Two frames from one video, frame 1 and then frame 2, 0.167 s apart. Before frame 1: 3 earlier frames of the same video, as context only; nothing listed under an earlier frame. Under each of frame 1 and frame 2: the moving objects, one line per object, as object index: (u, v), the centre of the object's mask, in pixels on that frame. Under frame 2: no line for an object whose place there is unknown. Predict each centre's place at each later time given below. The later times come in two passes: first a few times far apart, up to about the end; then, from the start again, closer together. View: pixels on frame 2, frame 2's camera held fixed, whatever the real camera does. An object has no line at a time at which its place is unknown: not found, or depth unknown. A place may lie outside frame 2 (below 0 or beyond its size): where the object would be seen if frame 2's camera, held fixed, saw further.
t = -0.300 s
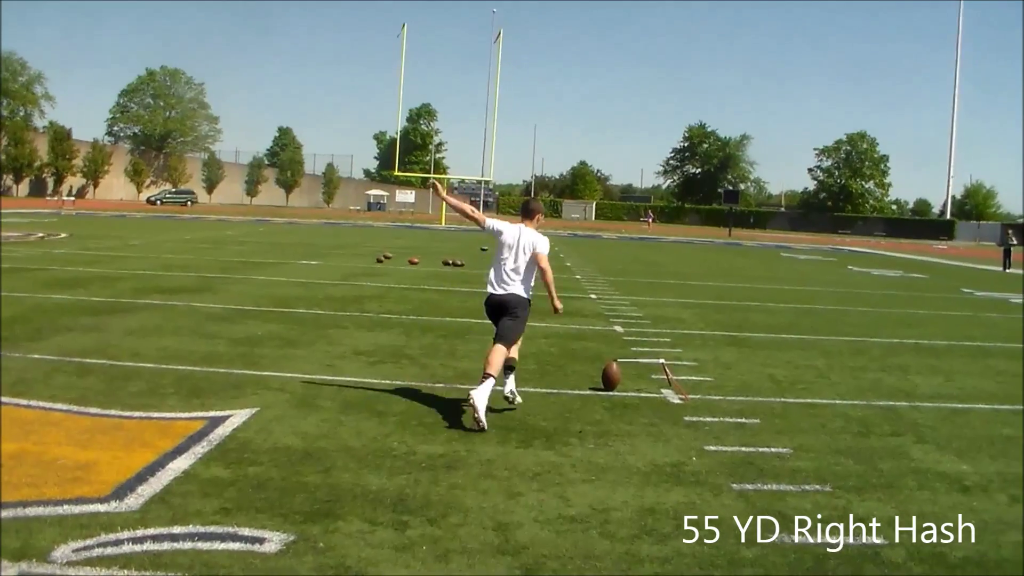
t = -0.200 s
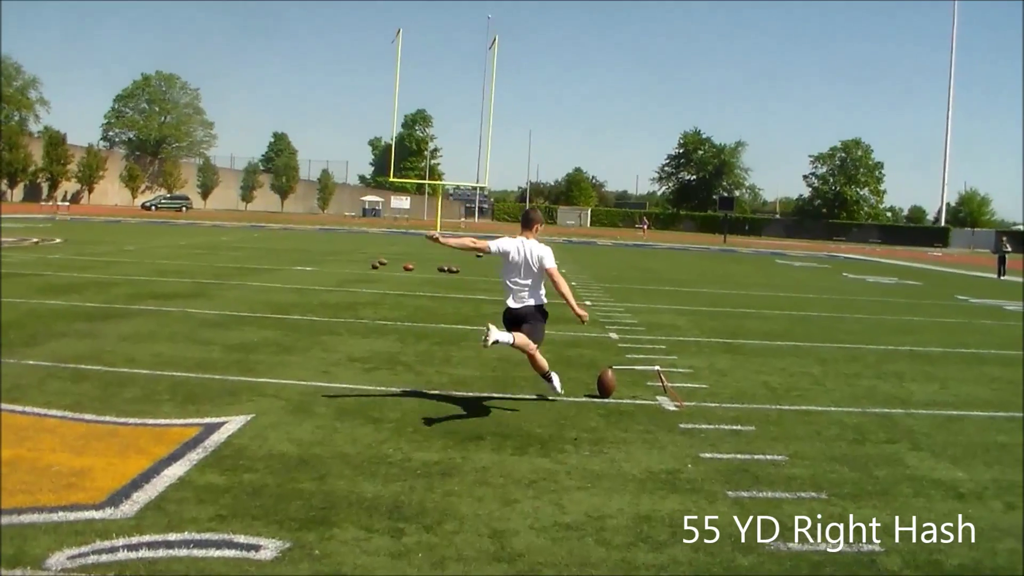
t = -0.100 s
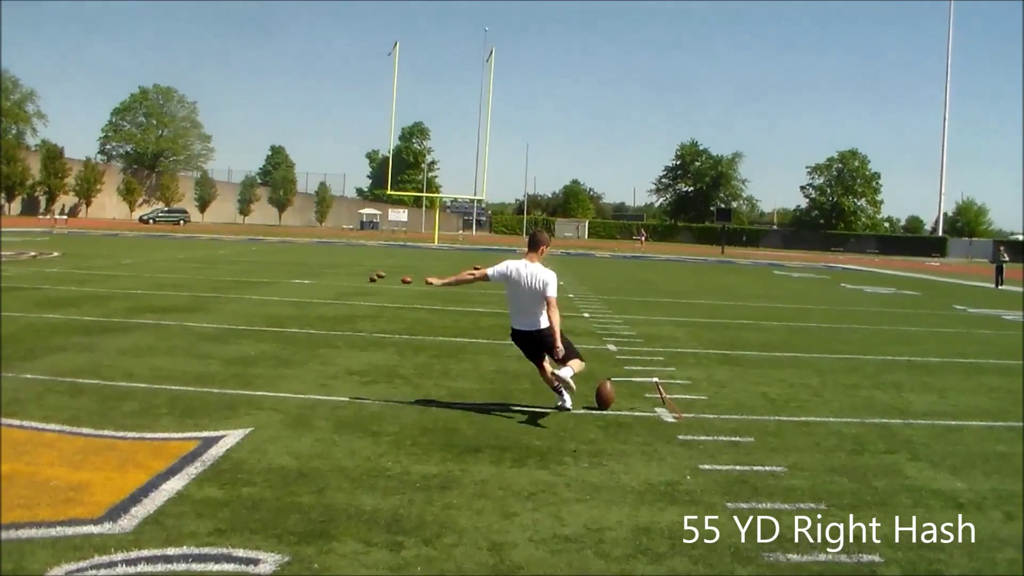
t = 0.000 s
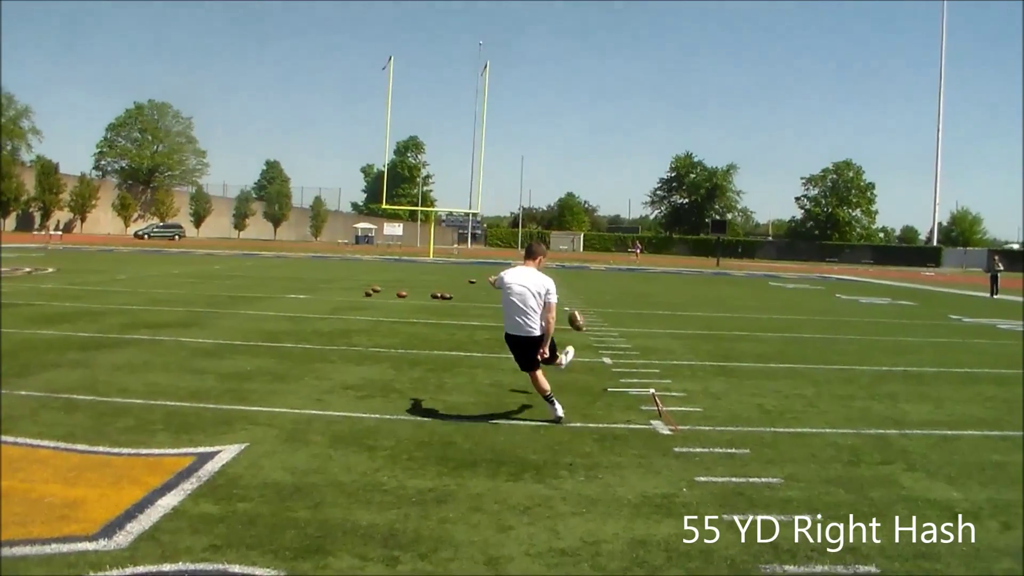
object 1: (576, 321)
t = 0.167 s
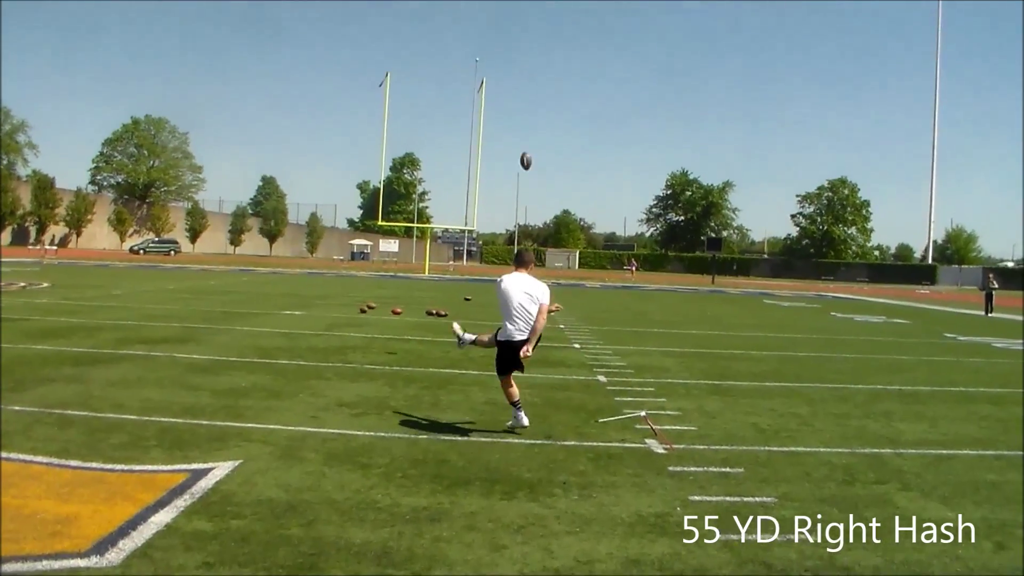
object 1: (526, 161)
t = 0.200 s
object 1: (520, 139)
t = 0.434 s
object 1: (499, 43)
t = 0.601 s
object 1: (495, 9)
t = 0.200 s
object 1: (520, 139)
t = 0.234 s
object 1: (515, 120)
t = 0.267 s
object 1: (512, 103)
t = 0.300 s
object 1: (508, 88)
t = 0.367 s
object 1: (504, 62)
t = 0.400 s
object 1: (502, 52)
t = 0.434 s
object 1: (499, 43)
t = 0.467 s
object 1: (499, 34)
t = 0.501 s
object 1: (498, 27)
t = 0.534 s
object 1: (496, 20)
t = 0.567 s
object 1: (495, 15)
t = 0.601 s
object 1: (495, 9)
